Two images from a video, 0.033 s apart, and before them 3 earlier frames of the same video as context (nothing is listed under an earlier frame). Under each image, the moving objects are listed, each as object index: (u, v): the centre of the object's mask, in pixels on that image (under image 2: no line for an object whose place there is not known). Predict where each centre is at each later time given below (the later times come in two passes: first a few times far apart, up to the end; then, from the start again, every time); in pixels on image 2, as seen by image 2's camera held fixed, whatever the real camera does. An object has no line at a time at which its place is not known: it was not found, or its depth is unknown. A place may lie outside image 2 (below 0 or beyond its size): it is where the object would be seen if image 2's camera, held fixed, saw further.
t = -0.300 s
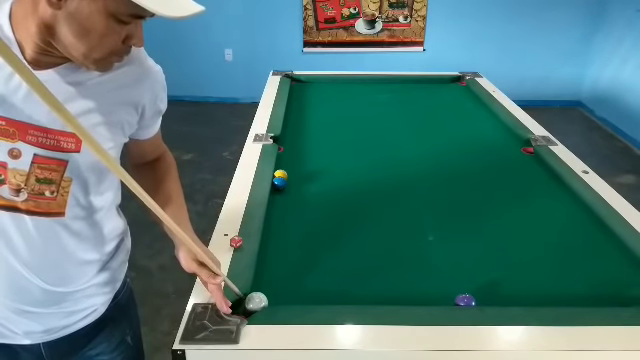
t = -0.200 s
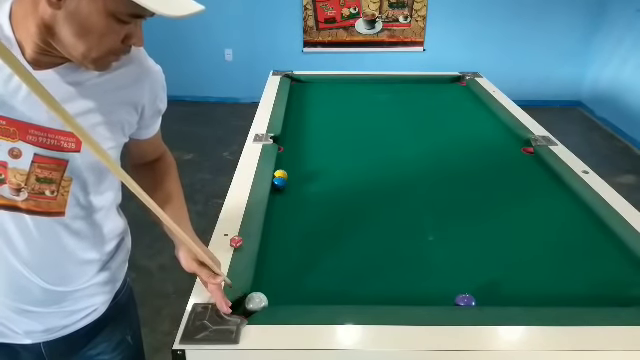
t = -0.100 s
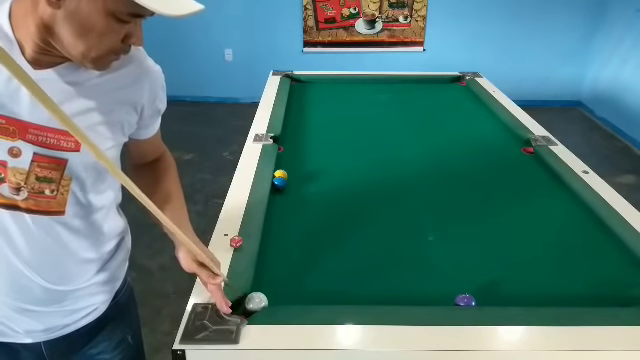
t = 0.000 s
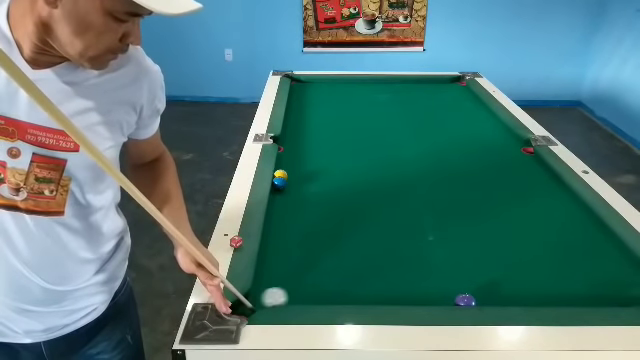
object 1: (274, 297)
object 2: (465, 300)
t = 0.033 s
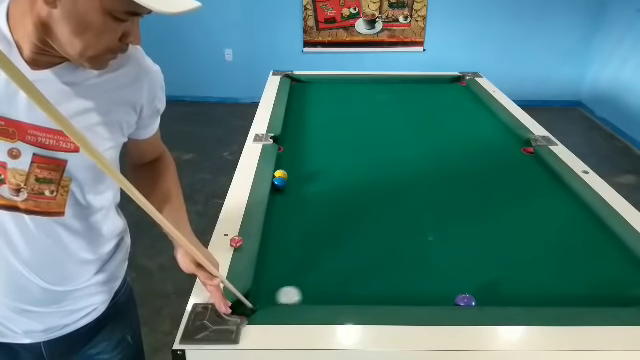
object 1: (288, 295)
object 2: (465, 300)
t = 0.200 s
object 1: (340, 293)
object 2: (465, 300)
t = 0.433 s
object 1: (394, 295)
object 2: (465, 300)
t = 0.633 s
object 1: (439, 296)
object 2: (465, 300)
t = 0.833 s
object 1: (454, 296)
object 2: (491, 299)
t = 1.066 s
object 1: (466, 295)
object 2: (518, 299)
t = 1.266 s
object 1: (474, 294)
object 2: (537, 299)
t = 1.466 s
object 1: (478, 294)
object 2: (554, 300)
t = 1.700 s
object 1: (482, 294)
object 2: (572, 300)
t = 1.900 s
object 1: (483, 293)
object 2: (585, 300)
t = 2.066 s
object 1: (484, 293)
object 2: (593, 300)
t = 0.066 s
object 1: (301, 294)
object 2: (465, 300)
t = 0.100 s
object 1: (312, 293)
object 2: (465, 300)
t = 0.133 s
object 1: (322, 293)
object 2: (465, 300)
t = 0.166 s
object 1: (331, 293)
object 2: (465, 300)
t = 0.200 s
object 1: (340, 293)
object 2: (465, 300)
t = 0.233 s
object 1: (348, 293)
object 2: (465, 300)
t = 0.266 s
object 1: (356, 293)
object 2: (465, 300)
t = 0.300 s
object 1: (364, 294)
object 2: (465, 300)
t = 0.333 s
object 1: (371, 294)
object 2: (465, 300)
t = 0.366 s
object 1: (379, 294)
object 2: (465, 300)
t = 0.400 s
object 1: (387, 295)
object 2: (465, 300)
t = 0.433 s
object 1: (394, 295)
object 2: (465, 300)
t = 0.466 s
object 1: (402, 295)
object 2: (465, 300)
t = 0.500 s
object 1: (410, 295)
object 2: (465, 300)
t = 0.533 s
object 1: (417, 296)
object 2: (465, 300)
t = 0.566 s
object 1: (425, 295)
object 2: (465, 300)
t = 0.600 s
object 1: (432, 296)
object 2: (465, 300)
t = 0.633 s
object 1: (439, 296)
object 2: (465, 300)
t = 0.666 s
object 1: (443, 296)
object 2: (469, 300)
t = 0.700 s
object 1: (445, 296)
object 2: (475, 300)
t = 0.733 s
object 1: (447, 296)
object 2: (479, 300)
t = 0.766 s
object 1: (449, 296)
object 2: (483, 300)
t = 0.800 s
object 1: (451, 296)
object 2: (487, 300)
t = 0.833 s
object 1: (454, 296)
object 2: (491, 299)
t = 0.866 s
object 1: (456, 295)
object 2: (495, 299)
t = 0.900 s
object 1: (458, 295)
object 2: (499, 299)
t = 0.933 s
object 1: (459, 295)
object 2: (503, 299)
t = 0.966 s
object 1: (461, 295)
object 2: (507, 299)
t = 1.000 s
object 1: (463, 295)
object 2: (511, 299)
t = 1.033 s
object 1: (464, 295)
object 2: (514, 299)
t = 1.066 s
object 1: (466, 295)
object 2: (518, 299)
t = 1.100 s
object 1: (467, 294)
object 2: (522, 299)
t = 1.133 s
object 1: (469, 294)
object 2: (525, 299)
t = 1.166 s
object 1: (470, 294)
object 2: (528, 299)
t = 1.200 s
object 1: (471, 294)
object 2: (531, 299)
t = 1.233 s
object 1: (472, 294)
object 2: (534, 299)
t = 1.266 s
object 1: (474, 294)
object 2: (537, 299)
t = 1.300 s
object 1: (475, 294)
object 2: (540, 299)
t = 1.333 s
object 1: (476, 294)
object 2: (544, 299)
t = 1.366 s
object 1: (476, 294)
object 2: (546, 299)
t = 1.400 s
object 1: (477, 294)
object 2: (548, 299)
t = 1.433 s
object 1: (477, 294)
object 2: (551, 299)
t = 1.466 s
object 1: (478, 294)
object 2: (554, 300)
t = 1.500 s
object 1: (478, 294)
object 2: (556, 300)
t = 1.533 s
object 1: (479, 294)
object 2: (559, 299)
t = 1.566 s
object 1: (481, 293)
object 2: (563, 299)
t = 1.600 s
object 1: (482, 294)
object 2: (565, 300)
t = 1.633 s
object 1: (482, 294)
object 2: (567, 299)
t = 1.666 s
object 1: (482, 294)
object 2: (570, 299)
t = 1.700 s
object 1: (482, 294)
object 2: (572, 300)
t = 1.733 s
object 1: (483, 293)
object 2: (575, 300)
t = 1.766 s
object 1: (483, 293)
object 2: (577, 300)
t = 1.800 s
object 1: (483, 293)
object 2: (579, 300)
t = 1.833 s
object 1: (483, 293)
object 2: (581, 300)
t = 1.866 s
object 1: (483, 293)
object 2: (583, 300)
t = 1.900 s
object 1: (483, 293)
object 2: (585, 300)
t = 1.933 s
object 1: (484, 293)
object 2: (587, 300)
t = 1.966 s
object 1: (483, 293)
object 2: (589, 300)
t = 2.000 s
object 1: (484, 293)
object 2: (591, 301)
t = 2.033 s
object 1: (484, 293)
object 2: (592, 300)
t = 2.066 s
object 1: (484, 293)
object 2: (593, 300)
